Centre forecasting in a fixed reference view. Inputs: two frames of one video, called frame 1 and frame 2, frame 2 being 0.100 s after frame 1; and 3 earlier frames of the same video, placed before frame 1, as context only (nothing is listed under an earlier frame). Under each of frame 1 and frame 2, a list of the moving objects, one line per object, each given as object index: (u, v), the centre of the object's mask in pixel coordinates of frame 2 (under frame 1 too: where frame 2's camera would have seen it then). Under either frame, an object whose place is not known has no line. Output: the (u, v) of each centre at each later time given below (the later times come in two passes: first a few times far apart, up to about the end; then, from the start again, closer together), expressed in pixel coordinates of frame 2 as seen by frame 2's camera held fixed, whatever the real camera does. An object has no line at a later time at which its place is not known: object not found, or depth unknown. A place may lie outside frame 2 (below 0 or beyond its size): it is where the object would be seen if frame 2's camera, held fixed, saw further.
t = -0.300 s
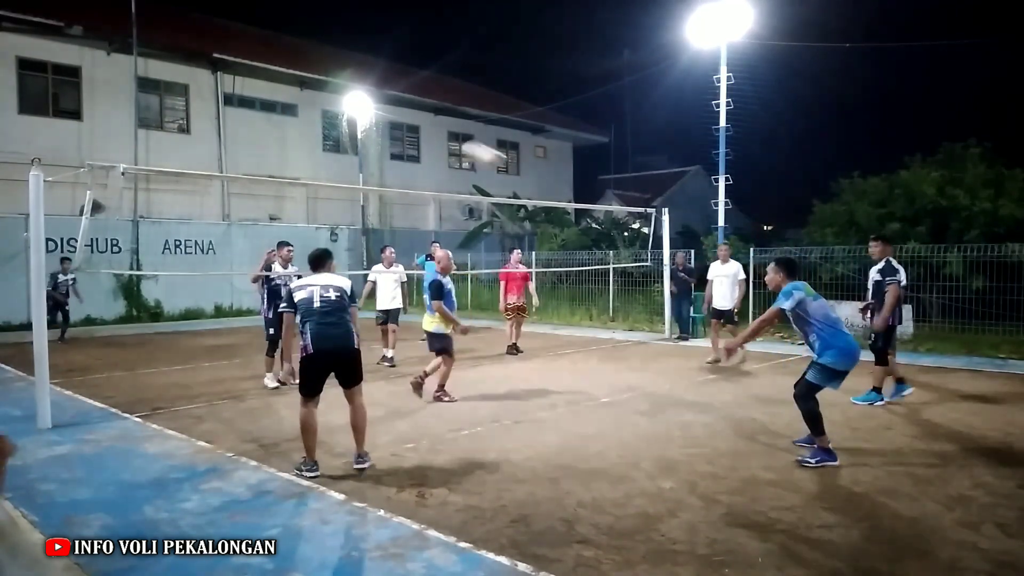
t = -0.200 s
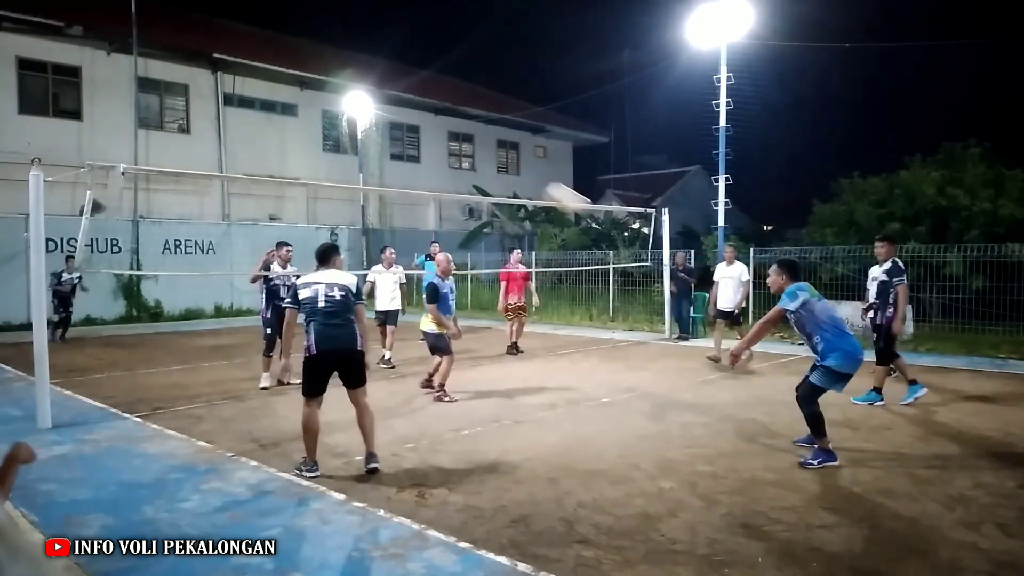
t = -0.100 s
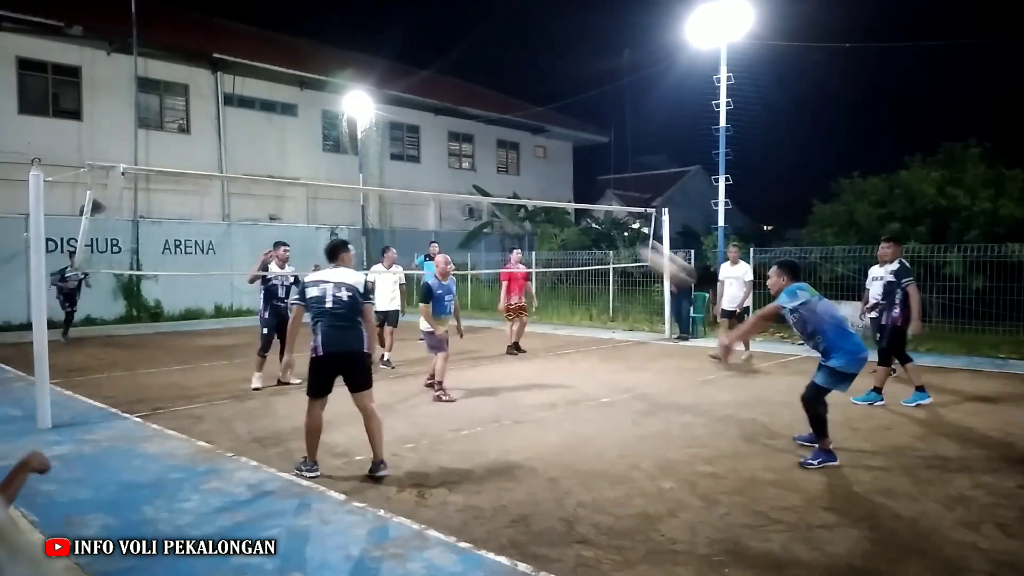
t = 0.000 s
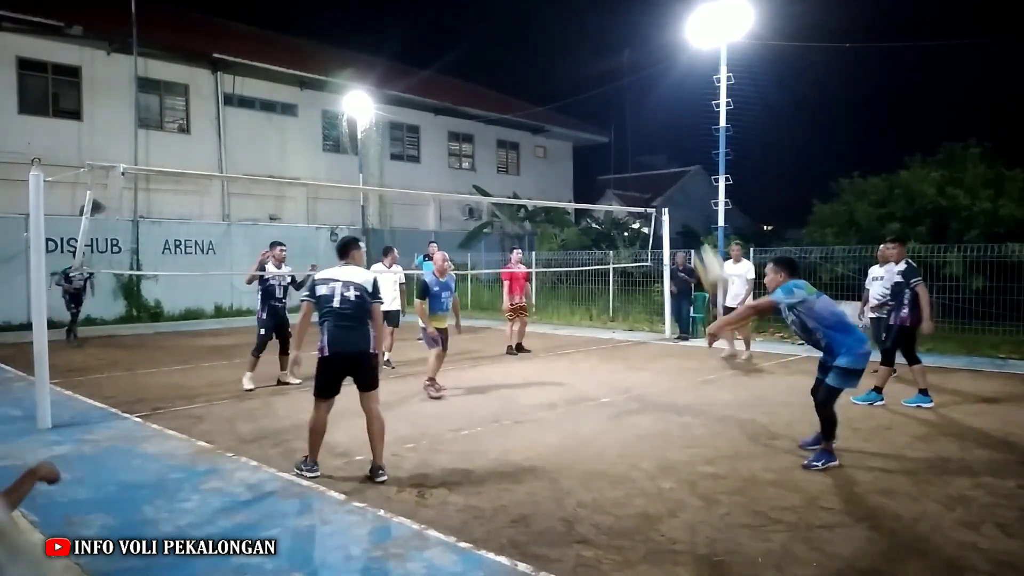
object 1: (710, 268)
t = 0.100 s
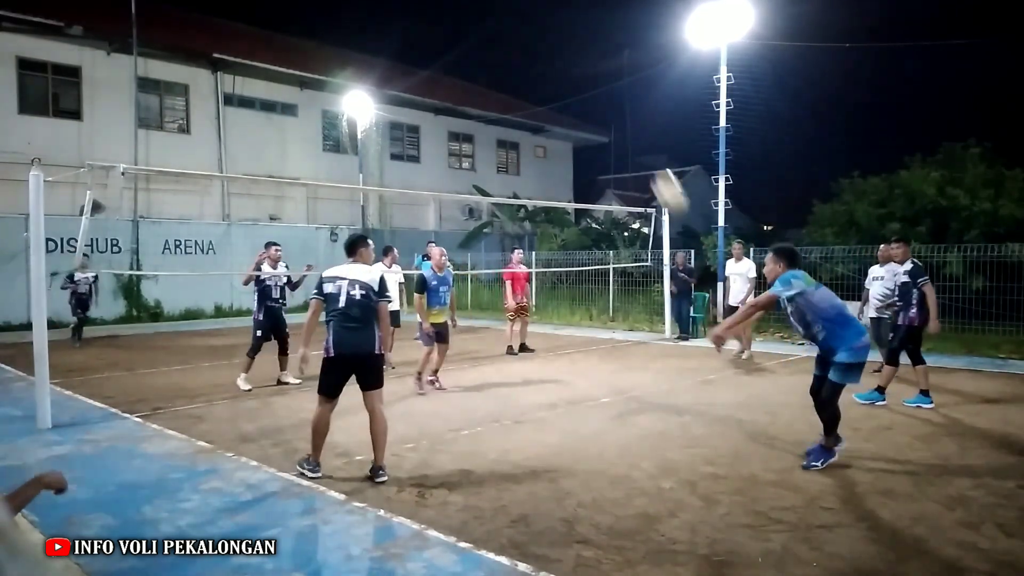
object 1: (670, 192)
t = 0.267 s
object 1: (608, 102)
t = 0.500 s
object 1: (536, 48)
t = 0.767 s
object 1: (467, 63)
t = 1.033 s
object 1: (410, 141)
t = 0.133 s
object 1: (656, 170)
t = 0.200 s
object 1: (631, 132)
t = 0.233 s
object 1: (620, 116)
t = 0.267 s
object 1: (608, 102)
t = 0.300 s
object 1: (597, 90)
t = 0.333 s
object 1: (586, 79)
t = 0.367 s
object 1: (575, 69)
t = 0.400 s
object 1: (565, 63)
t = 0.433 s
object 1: (555, 56)
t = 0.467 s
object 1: (545, 51)
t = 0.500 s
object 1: (536, 48)
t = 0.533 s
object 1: (526, 46)
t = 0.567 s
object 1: (517, 45)
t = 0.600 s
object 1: (509, 45)
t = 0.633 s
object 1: (500, 46)
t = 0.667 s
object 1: (491, 49)
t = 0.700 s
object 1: (483, 53)
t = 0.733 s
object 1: (475, 58)
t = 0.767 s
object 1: (467, 63)
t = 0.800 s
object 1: (460, 70)
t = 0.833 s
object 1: (452, 77)
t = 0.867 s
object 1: (445, 86)
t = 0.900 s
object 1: (438, 94)
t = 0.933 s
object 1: (431, 104)
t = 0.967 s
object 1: (424, 115)
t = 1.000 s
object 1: (417, 127)
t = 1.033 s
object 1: (410, 141)
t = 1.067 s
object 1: (404, 152)
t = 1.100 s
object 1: (398, 165)
